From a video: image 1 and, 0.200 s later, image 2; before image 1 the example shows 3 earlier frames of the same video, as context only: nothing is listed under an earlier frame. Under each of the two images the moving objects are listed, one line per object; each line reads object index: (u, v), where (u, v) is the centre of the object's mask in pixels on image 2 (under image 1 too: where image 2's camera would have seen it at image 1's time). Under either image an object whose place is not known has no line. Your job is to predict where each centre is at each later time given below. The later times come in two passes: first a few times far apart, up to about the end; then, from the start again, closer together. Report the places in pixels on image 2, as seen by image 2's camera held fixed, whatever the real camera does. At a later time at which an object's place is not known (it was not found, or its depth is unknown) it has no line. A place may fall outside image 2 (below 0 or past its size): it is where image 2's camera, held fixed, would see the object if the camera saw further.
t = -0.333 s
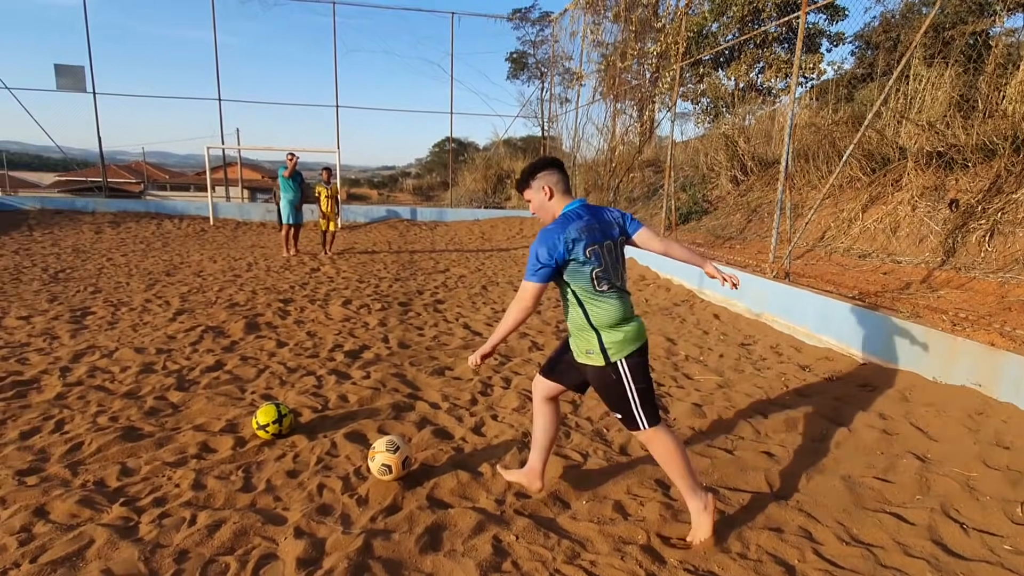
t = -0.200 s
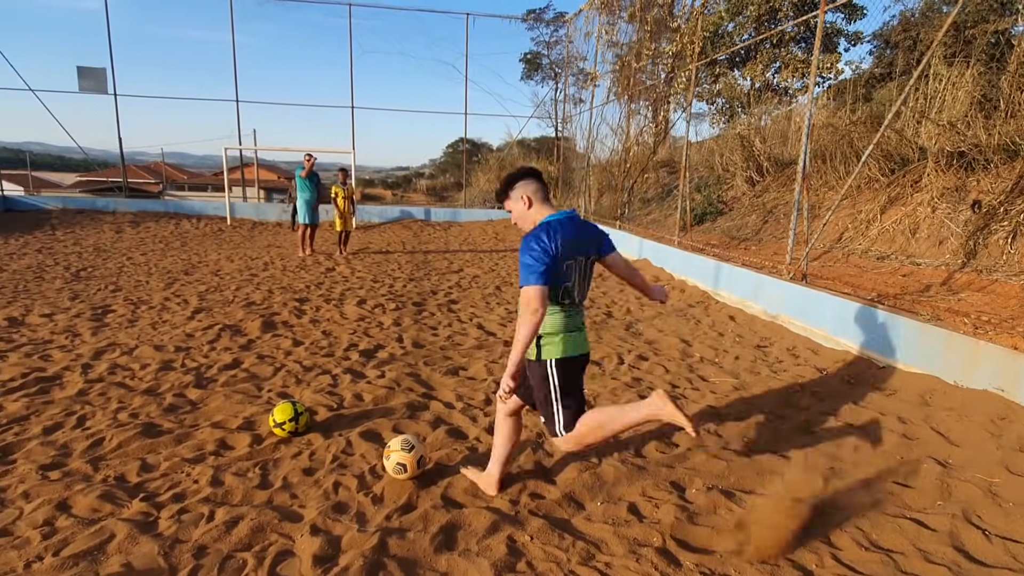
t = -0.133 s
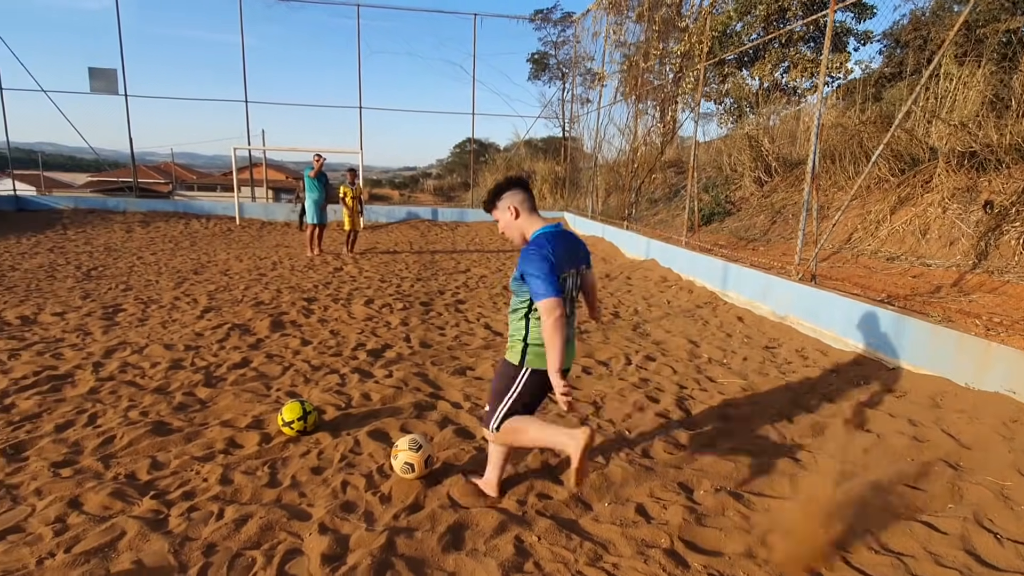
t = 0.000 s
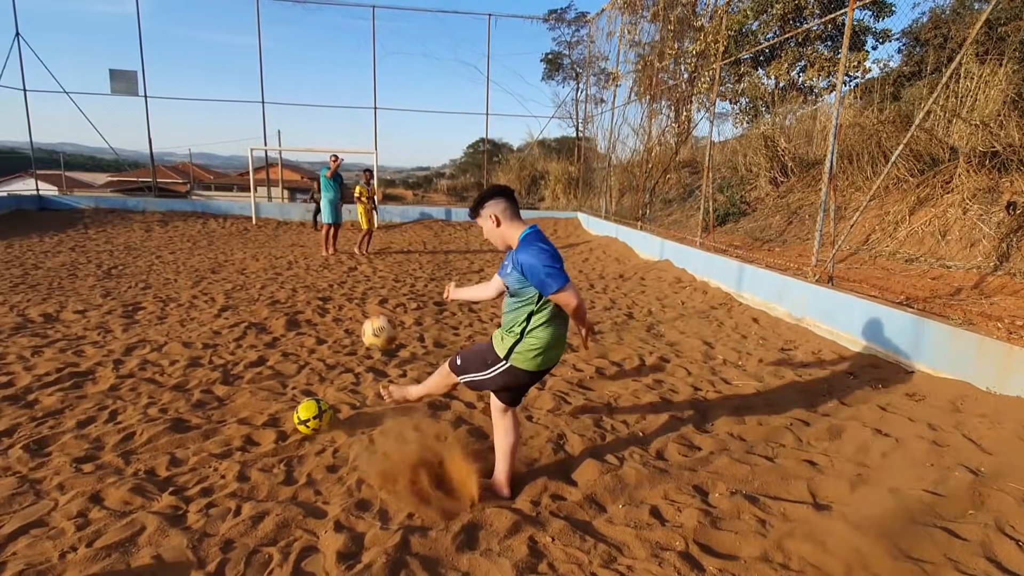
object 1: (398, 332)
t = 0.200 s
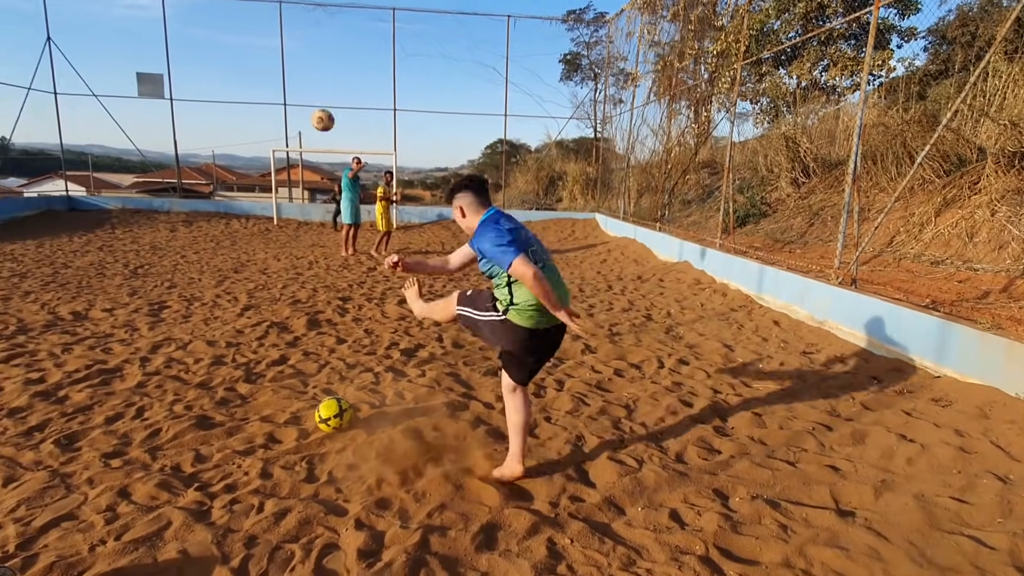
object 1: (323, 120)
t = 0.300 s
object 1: (308, 76)
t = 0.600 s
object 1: (295, 32)
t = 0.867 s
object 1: (299, 44)
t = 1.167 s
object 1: (299, 71)
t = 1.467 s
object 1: (271, 101)
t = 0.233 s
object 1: (317, 103)
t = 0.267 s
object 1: (312, 88)
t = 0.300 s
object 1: (308, 76)
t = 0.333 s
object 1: (305, 66)
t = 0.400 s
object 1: (299, 50)
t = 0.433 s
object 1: (298, 44)
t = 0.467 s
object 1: (296, 40)
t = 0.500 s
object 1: (296, 36)
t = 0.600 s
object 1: (295, 32)
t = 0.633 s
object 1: (294, 32)
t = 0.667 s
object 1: (294, 32)
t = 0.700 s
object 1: (295, 33)
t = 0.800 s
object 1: (297, 38)
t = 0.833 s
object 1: (298, 41)
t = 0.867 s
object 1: (299, 44)
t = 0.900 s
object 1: (299, 47)
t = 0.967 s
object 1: (301, 54)
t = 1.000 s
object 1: (303, 58)
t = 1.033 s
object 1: (304, 62)
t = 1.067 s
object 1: (305, 66)
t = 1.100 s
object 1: (306, 70)
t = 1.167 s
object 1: (299, 71)
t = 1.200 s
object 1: (296, 73)
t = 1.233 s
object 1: (293, 75)
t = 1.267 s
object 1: (289, 77)
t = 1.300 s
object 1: (287, 80)
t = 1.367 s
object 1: (280, 87)
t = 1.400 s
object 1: (278, 91)
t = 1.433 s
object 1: (273, 96)
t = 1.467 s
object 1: (271, 101)
